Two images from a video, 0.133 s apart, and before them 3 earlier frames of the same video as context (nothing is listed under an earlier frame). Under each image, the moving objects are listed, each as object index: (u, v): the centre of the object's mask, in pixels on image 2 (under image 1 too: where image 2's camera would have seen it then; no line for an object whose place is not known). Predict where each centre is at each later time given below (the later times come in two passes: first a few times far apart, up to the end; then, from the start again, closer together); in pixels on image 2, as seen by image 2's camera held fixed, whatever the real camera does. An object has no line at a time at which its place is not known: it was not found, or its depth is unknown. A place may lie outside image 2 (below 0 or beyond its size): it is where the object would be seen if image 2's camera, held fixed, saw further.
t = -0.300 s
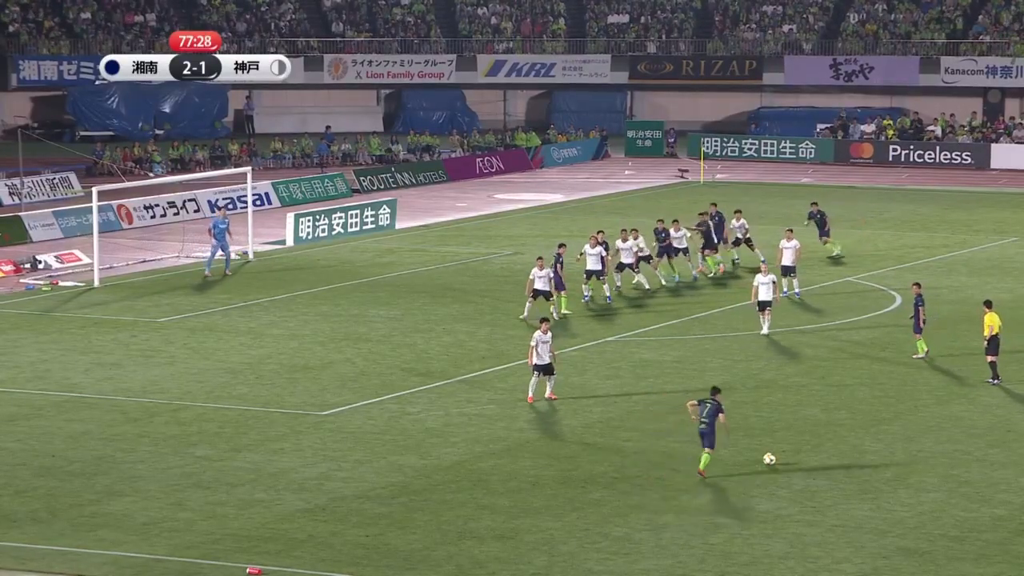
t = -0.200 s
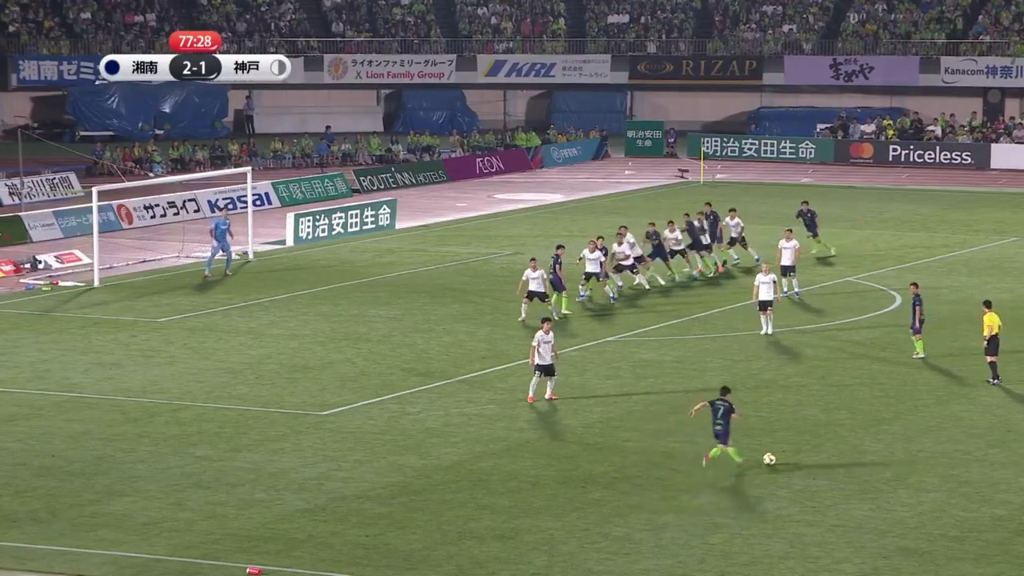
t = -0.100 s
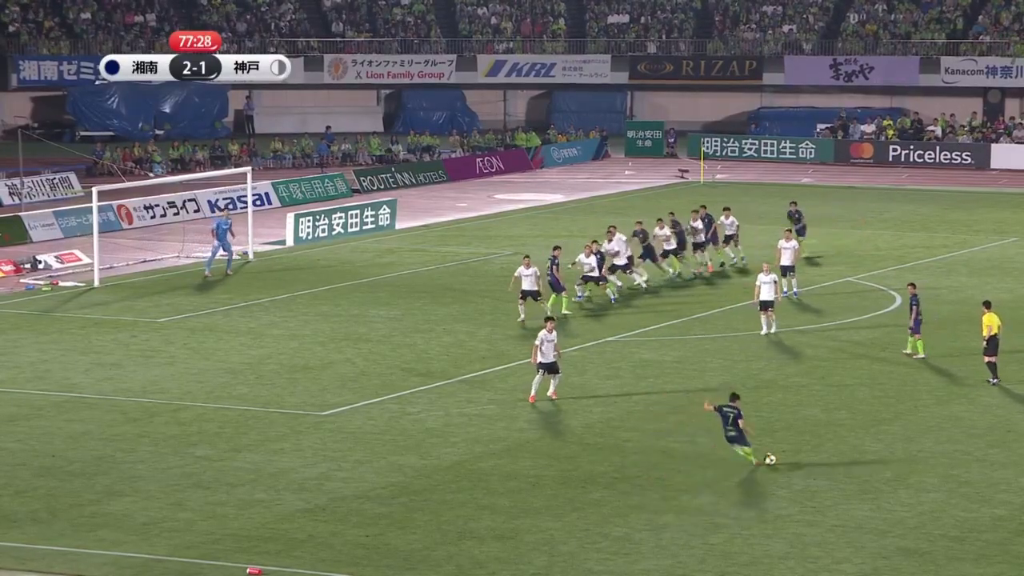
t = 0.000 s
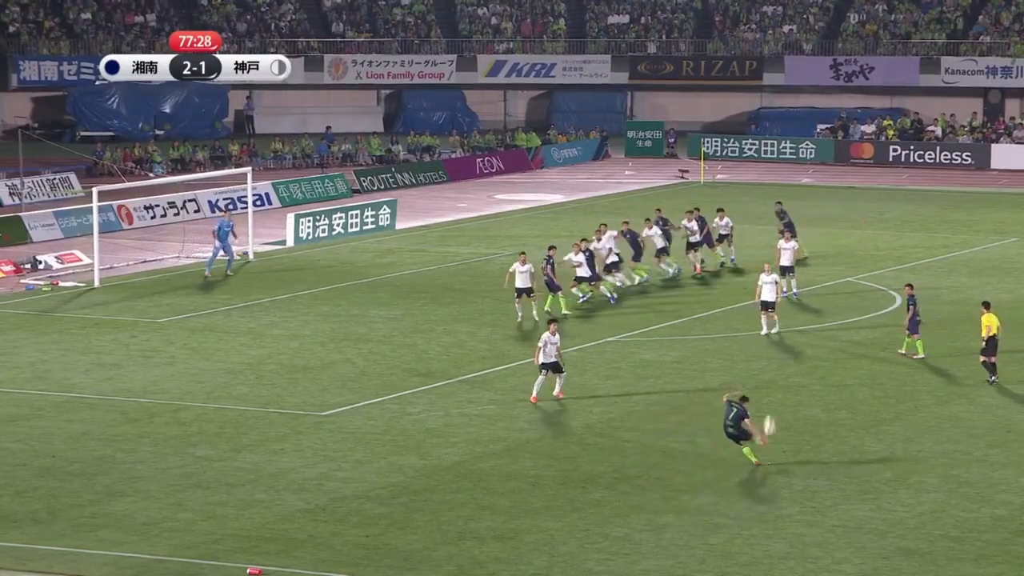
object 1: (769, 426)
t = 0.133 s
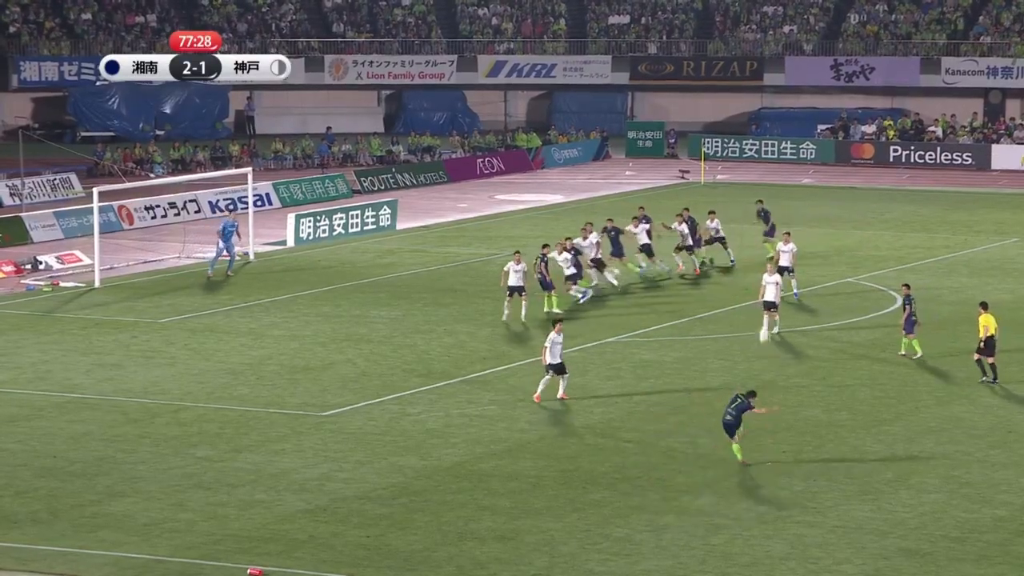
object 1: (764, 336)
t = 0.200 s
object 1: (757, 297)
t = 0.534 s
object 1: (711, 165)
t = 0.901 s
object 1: (640, 104)
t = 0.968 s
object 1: (626, 100)
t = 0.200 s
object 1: (757, 297)
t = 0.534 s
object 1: (711, 165)
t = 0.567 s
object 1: (706, 157)
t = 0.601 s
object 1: (699, 148)
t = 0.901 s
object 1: (640, 104)
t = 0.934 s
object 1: (633, 102)
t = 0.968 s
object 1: (626, 100)
